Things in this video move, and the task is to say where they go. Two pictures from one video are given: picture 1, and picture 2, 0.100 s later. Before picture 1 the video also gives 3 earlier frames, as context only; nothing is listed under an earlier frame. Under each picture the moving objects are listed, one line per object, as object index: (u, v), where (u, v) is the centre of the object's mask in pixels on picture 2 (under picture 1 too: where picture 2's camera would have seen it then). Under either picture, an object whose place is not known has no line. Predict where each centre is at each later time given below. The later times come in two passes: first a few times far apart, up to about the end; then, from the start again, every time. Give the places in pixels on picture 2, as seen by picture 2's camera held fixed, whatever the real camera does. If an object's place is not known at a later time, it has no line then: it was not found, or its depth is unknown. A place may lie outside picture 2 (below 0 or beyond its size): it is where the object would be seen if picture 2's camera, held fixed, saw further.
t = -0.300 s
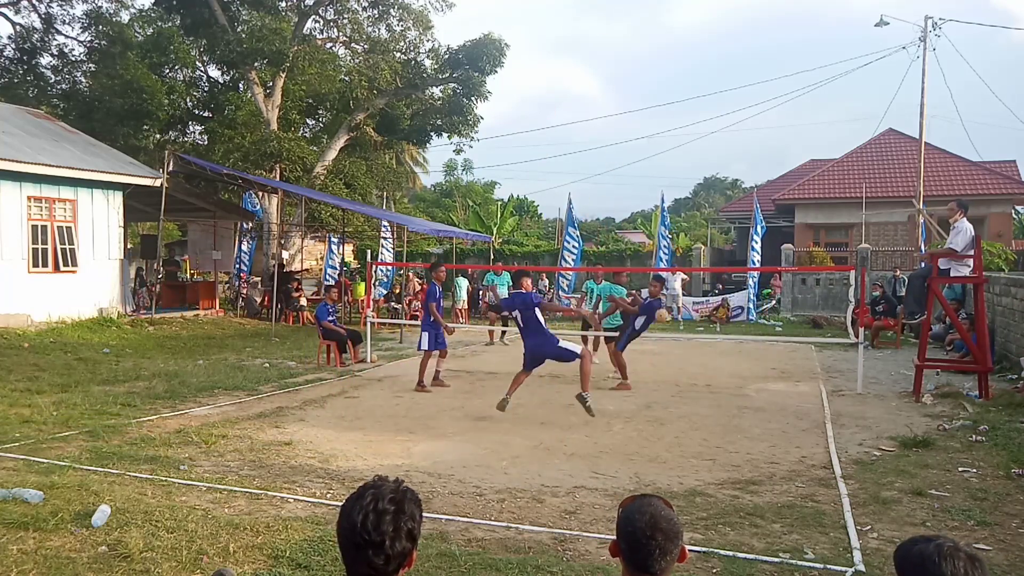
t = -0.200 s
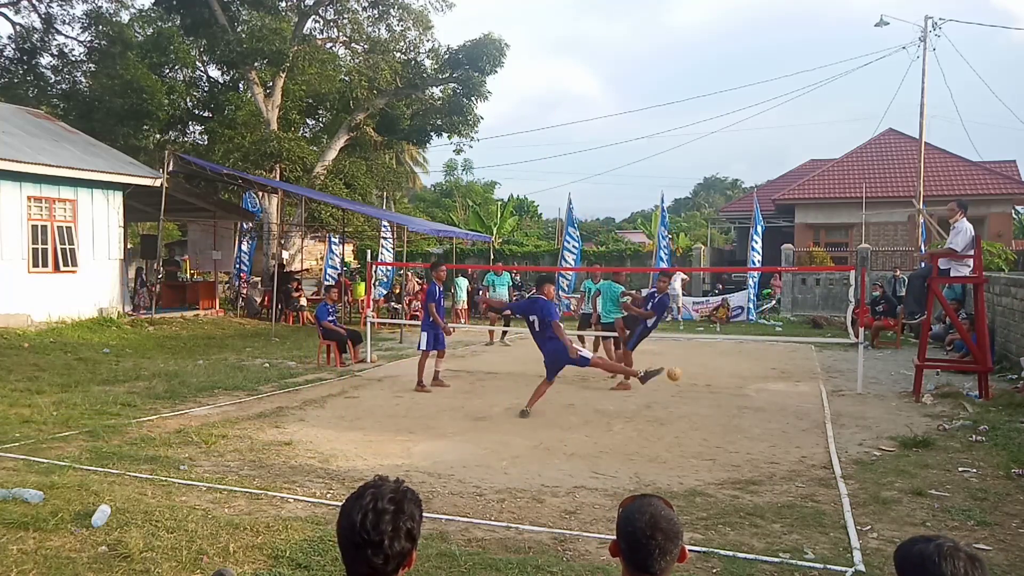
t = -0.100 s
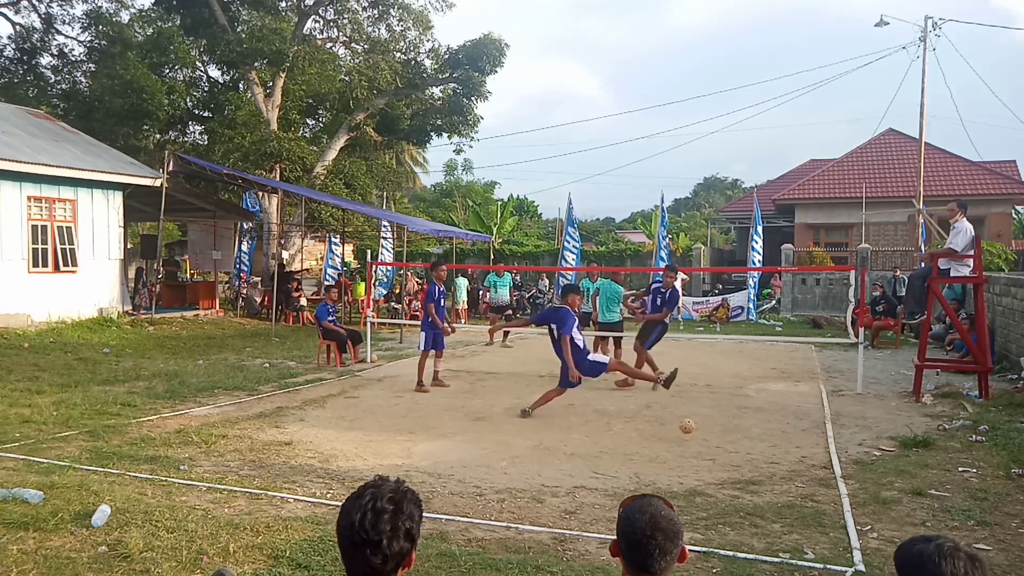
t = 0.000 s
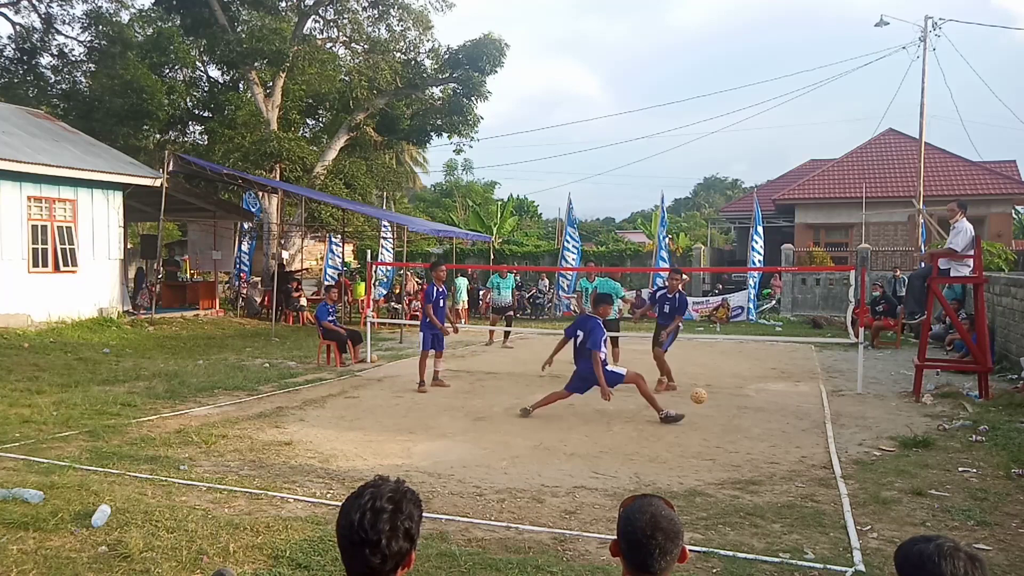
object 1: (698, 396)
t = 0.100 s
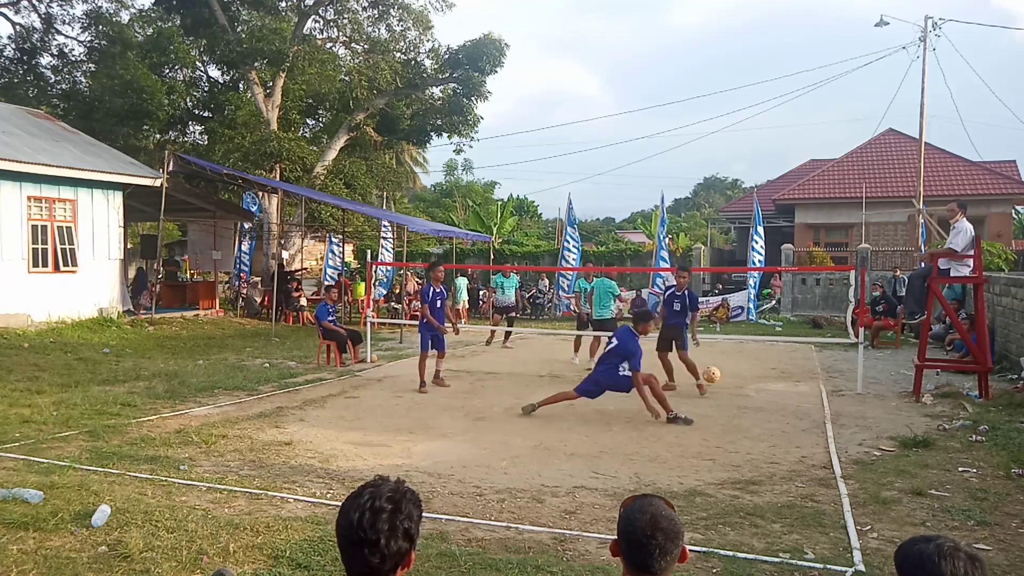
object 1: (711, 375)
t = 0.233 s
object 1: (731, 363)
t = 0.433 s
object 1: (766, 396)
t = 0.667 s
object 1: (825, 540)
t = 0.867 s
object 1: (910, 560)
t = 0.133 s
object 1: (716, 369)
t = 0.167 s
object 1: (721, 366)
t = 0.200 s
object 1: (726, 364)
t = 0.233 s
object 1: (731, 363)
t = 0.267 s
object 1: (736, 364)
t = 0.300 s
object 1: (742, 367)
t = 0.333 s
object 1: (748, 371)
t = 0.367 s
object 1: (754, 377)
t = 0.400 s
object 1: (760, 385)
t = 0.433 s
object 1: (766, 396)
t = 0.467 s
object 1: (774, 409)
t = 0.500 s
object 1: (781, 424)
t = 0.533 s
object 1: (789, 443)
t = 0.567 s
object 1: (797, 465)
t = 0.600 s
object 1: (806, 490)
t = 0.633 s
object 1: (815, 519)
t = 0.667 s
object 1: (825, 540)
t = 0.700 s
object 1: (836, 537)
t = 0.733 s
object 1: (849, 535)
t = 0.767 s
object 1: (863, 538)
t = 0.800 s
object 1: (878, 542)
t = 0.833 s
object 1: (894, 550)
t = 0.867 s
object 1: (910, 560)
